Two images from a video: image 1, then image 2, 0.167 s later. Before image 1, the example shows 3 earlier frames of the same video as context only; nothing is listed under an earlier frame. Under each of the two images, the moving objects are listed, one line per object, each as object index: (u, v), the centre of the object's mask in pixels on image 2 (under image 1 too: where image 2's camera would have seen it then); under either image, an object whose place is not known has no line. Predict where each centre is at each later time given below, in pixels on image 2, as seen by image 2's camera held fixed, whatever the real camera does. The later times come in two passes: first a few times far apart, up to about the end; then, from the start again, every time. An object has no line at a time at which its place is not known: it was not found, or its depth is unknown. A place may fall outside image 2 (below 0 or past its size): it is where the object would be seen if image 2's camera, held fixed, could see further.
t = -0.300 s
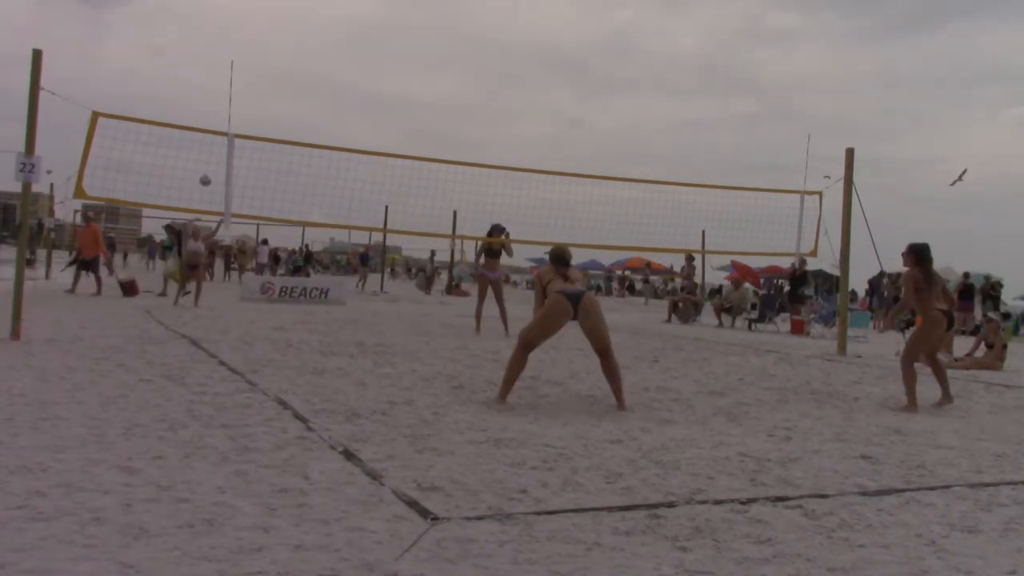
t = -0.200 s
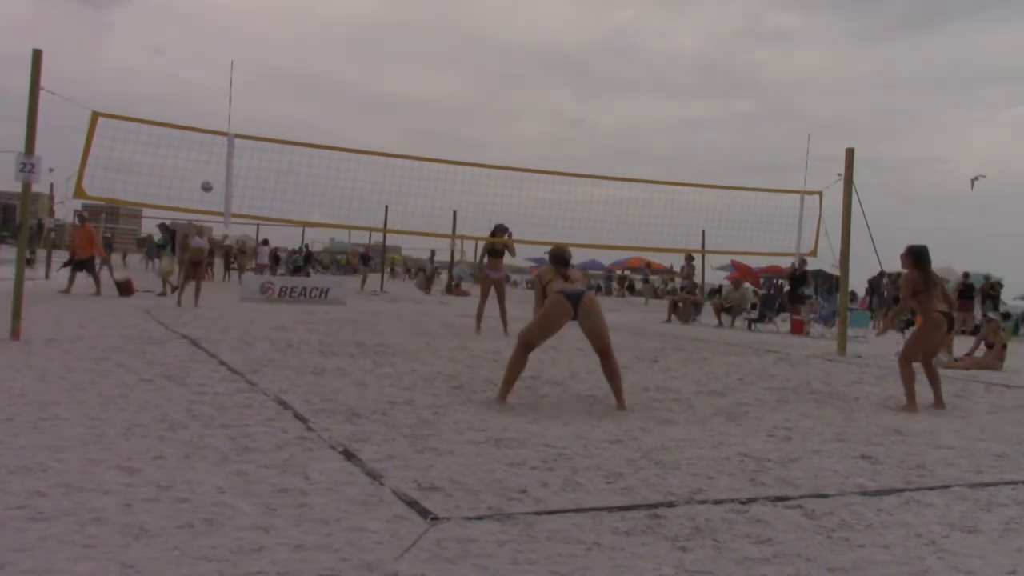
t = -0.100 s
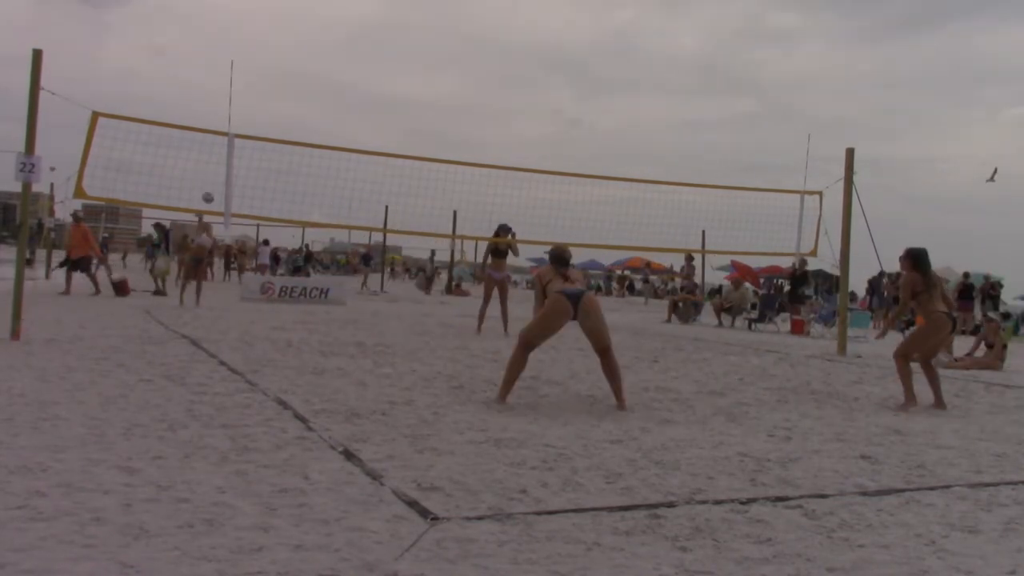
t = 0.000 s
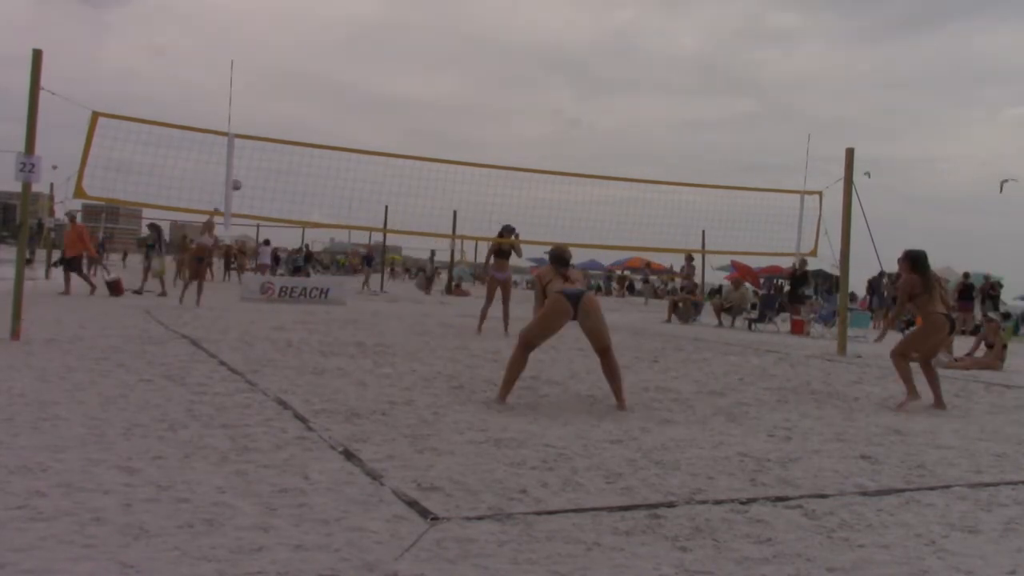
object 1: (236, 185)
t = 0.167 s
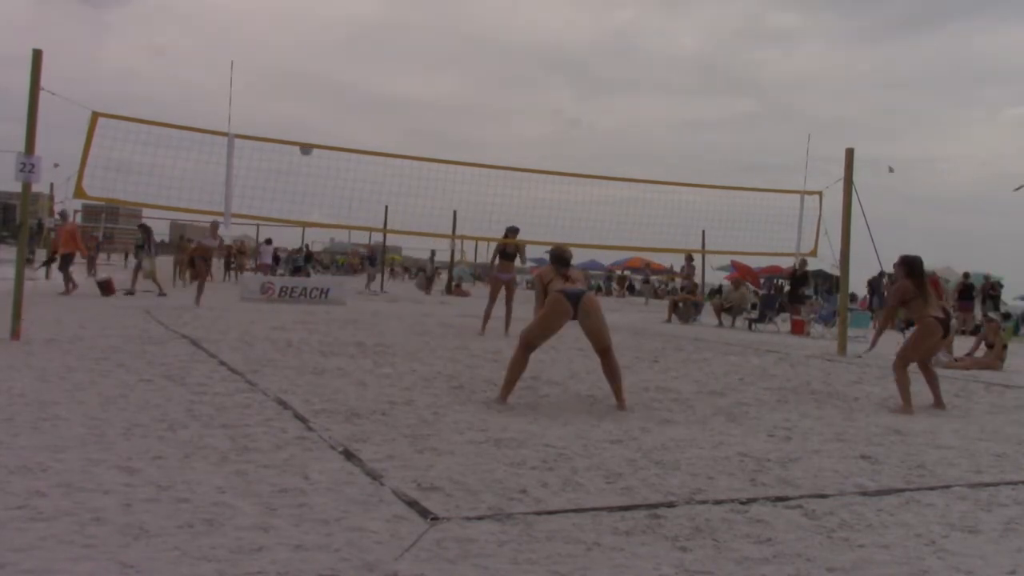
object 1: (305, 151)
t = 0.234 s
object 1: (336, 136)
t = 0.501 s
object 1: (470, 104)
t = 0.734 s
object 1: (619, 111)
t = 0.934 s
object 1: (793, 168)
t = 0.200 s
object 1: (321, 141)
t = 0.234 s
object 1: (336, 136)
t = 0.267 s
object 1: (352, 131)
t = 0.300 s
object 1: (367, 126)
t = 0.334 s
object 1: (383, 121)
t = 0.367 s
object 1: (400, 116)
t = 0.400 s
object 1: (417, 112)
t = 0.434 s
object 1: (434, 109)
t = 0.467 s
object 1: (452, 106)
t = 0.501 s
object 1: (470, 104)
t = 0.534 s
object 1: (489, 102)
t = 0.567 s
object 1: (509, 102)
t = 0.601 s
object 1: (529, 102)
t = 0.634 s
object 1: (551, 103)
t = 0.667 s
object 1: (572, 104)
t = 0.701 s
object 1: (595, 107)
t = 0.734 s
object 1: (619, 111)
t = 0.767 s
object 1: (644, 117)
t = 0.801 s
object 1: (670, 124)
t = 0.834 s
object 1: (698, 132)
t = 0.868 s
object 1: (728, 142)
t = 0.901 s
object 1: (759, 154)
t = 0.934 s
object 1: (793, 168)
